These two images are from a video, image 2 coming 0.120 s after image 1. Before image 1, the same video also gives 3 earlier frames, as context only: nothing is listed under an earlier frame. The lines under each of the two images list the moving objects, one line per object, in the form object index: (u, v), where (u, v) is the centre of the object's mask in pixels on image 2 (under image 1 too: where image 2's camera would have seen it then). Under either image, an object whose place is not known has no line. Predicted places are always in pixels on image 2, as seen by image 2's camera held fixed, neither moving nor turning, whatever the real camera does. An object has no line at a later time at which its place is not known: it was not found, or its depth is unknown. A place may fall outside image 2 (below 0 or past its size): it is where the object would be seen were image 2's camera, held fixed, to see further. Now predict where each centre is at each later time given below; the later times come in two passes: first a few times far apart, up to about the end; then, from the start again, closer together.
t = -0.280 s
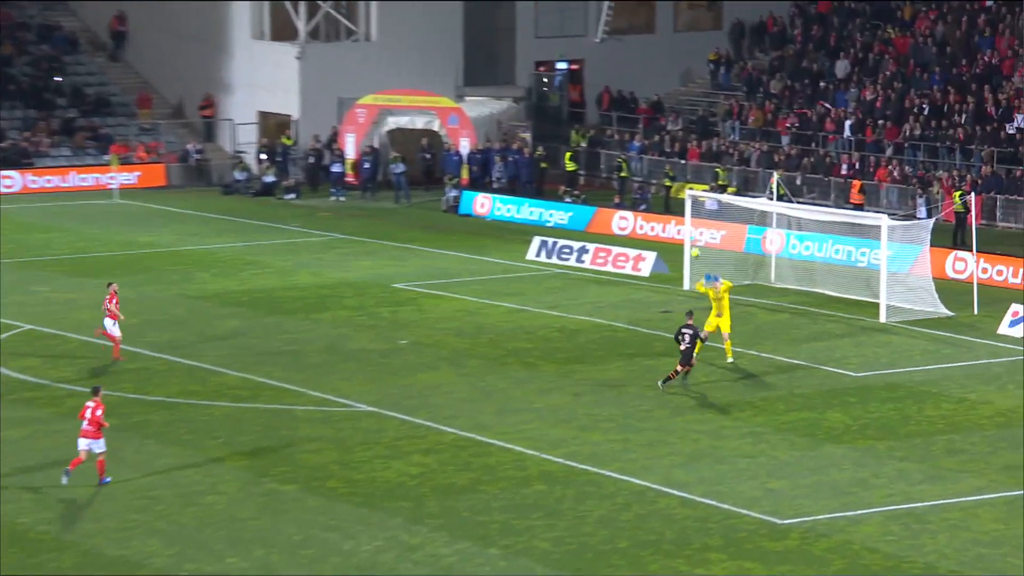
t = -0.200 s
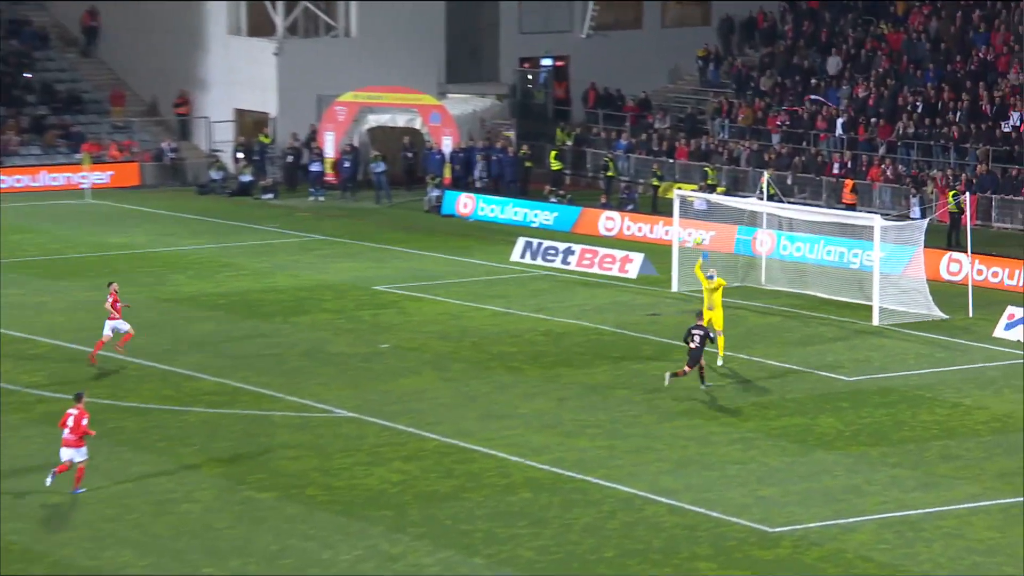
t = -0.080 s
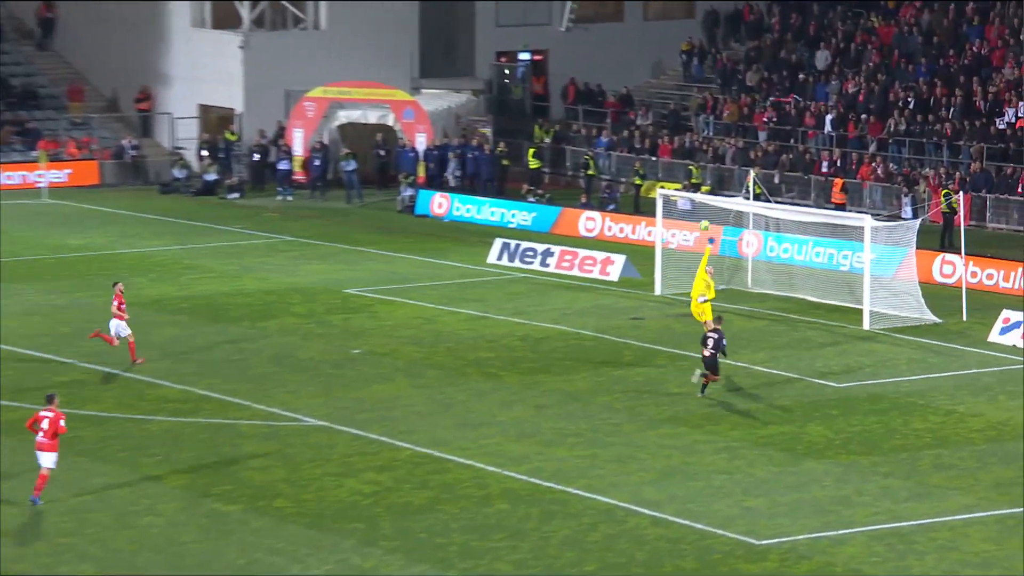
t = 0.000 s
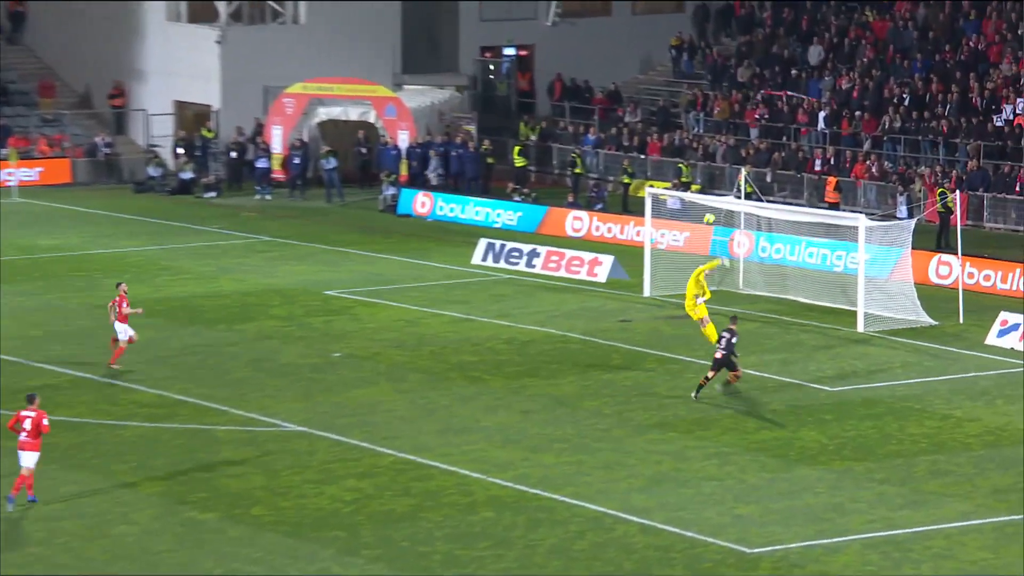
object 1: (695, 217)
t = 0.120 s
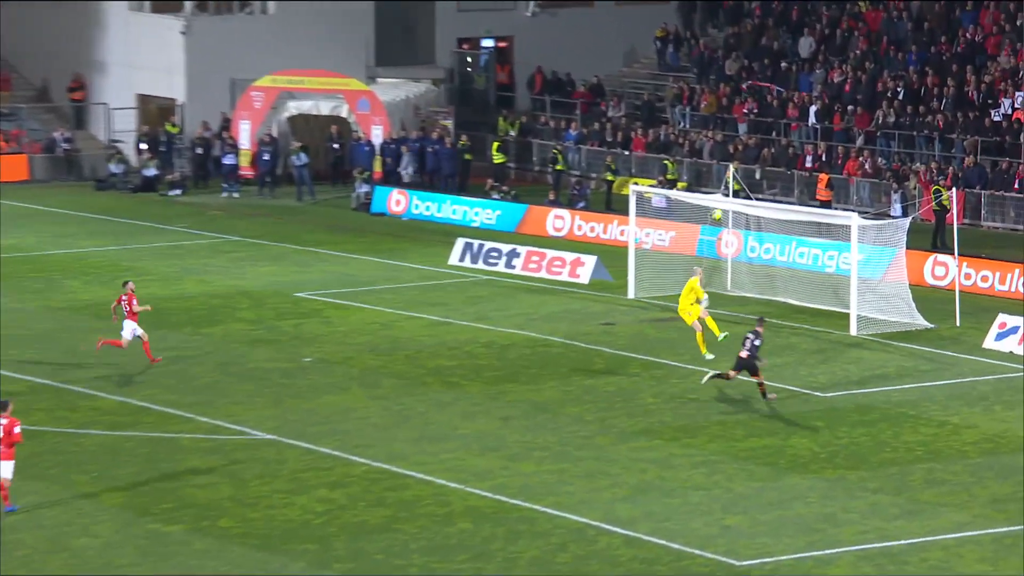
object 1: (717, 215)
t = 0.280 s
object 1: (745, 221)
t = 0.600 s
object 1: (795, 276)
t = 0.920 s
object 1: (836, 279)
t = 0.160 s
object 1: (724, 215)
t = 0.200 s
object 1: (731, 216)
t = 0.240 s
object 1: (738, 218)
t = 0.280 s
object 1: (745, 221)
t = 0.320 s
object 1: (752, 225)
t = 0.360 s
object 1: (758, 229)
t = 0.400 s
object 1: (765, 235)
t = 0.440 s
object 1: (771, 241)
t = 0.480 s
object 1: (777, 250)
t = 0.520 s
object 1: (784, 258)
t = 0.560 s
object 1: (790, 267)
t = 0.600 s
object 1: (795, 276)
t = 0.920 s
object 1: (836, 279)
